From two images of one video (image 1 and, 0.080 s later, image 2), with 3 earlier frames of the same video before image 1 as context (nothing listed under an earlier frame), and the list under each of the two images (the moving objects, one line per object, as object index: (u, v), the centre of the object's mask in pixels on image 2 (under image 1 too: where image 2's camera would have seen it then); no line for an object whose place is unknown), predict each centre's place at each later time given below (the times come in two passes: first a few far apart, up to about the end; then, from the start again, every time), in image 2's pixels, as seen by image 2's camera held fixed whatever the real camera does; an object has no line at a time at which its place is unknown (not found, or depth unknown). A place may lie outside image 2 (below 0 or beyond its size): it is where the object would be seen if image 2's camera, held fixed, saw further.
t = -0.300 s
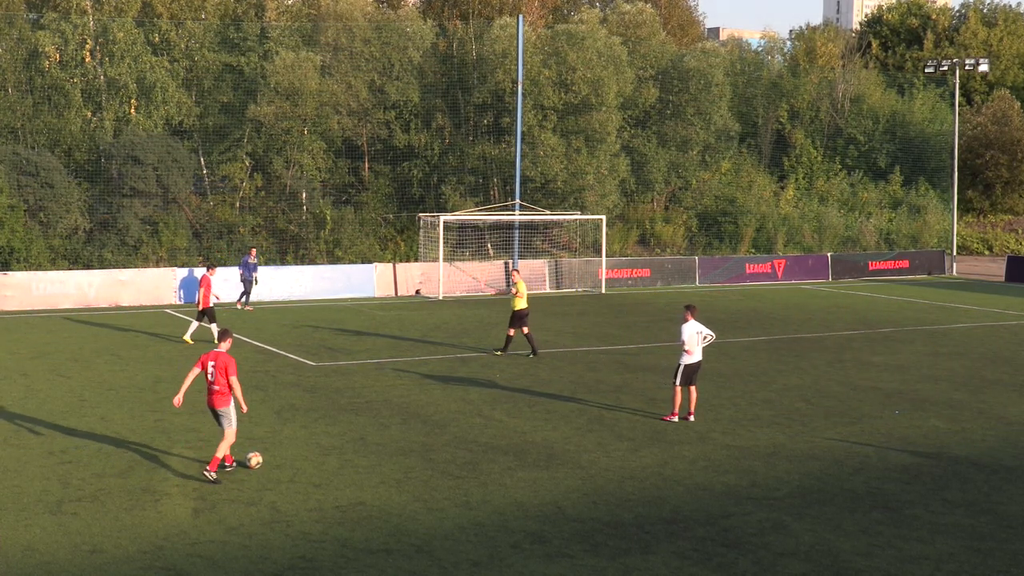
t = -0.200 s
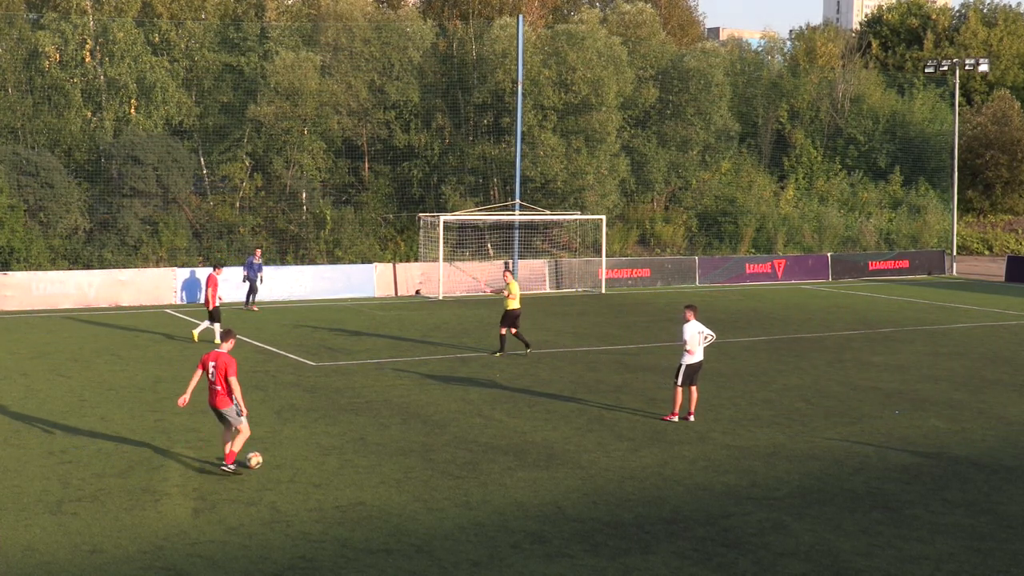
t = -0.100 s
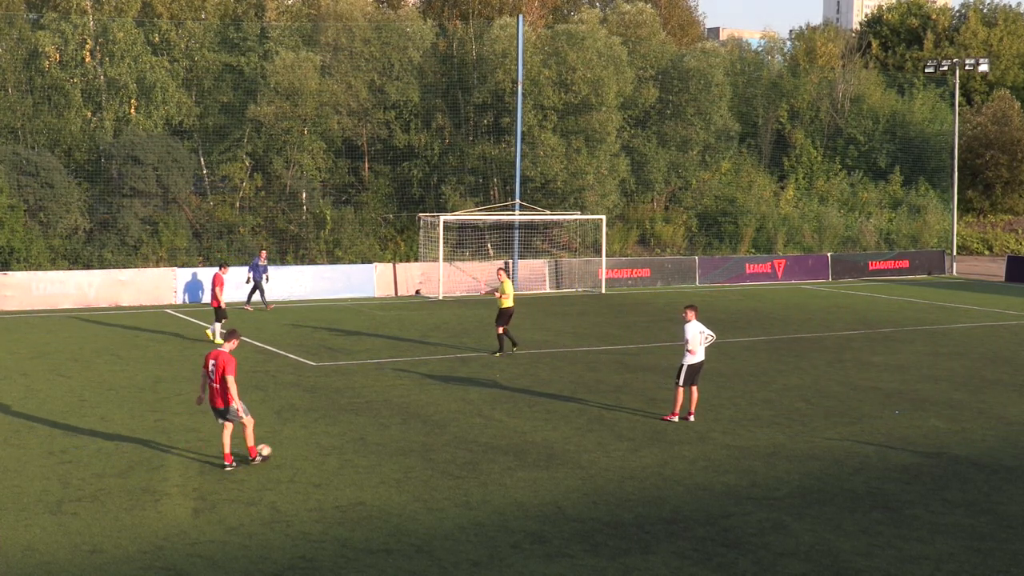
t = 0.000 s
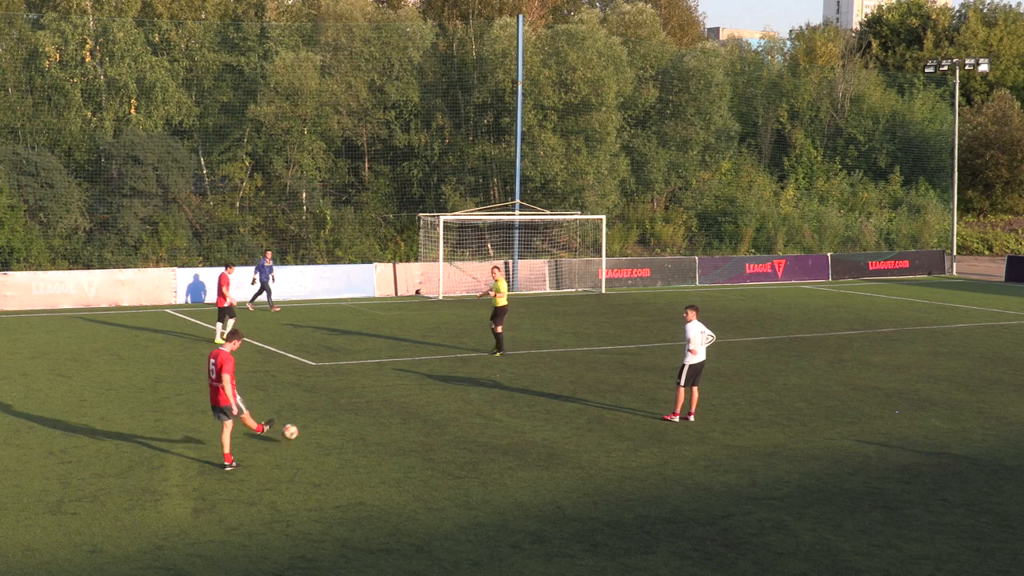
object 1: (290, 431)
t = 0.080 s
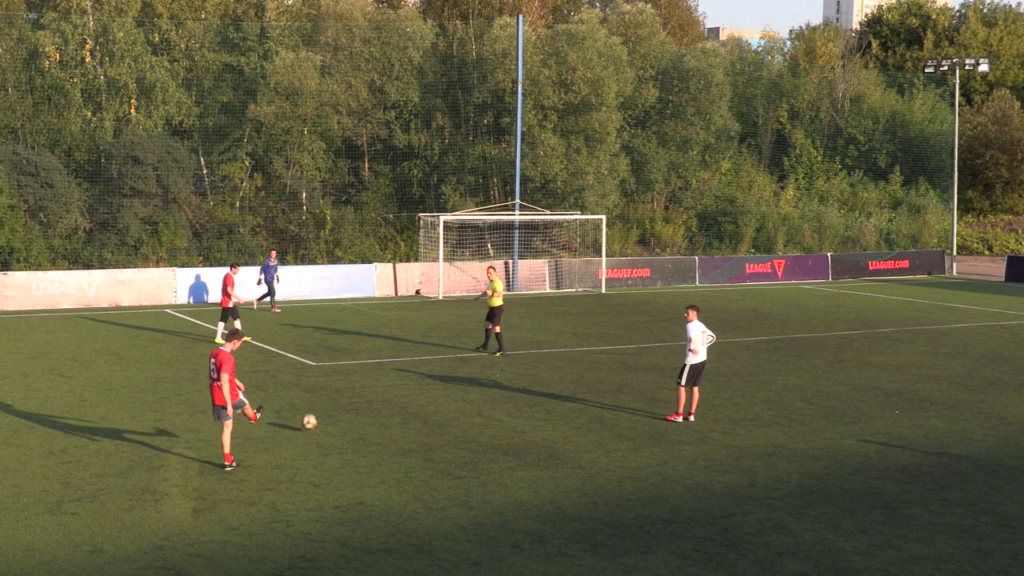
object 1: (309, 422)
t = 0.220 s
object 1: (337, 403)
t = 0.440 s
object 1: (367, 386)
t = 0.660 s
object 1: (387, 373)
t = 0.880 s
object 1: (401, 362)
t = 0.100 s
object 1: (314, 420)
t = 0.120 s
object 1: (319, 418)
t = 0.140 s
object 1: (323, 417)
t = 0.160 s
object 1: (326, 414)
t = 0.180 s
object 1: (330, 410)
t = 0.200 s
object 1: (333, 406)
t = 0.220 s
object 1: (337, 403)
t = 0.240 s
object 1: (339, 401)
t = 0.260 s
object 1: (343, 398)
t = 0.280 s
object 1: (346, 396)
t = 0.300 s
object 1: (349, 394)
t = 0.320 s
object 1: (351, 393)
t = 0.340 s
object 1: (354, 392)
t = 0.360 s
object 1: (357, 391)
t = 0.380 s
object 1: (360, 390)
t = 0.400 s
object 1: (363, 389)
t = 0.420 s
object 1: (365, 389)
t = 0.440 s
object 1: (367, 386)
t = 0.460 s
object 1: (369, 384)
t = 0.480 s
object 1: (371, 382)
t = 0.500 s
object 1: (373, 380)
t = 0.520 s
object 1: (375, 378)
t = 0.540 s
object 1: (377, 377)
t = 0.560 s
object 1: (379, 376)
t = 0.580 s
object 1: (380, 375)
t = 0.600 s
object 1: (382, 375)
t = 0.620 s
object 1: (384, 375)
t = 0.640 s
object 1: (386, 374)
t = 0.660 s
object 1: (387, 373)
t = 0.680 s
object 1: (388, 371)
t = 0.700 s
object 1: (390, 369)
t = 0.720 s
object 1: (391, 367)
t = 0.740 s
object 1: (393, 366)
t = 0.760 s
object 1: (394, 365)
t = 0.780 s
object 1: (395, 364)
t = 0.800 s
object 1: (396, 364)
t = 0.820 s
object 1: (397, 364)
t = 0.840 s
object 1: (399, 364)
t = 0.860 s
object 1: (400, 363)
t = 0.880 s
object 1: (401, 362)
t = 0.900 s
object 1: (402, 360)
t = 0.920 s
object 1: (403, 359)
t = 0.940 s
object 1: (404, 358)
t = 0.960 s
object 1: (405, 357)
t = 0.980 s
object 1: (406, 357)
